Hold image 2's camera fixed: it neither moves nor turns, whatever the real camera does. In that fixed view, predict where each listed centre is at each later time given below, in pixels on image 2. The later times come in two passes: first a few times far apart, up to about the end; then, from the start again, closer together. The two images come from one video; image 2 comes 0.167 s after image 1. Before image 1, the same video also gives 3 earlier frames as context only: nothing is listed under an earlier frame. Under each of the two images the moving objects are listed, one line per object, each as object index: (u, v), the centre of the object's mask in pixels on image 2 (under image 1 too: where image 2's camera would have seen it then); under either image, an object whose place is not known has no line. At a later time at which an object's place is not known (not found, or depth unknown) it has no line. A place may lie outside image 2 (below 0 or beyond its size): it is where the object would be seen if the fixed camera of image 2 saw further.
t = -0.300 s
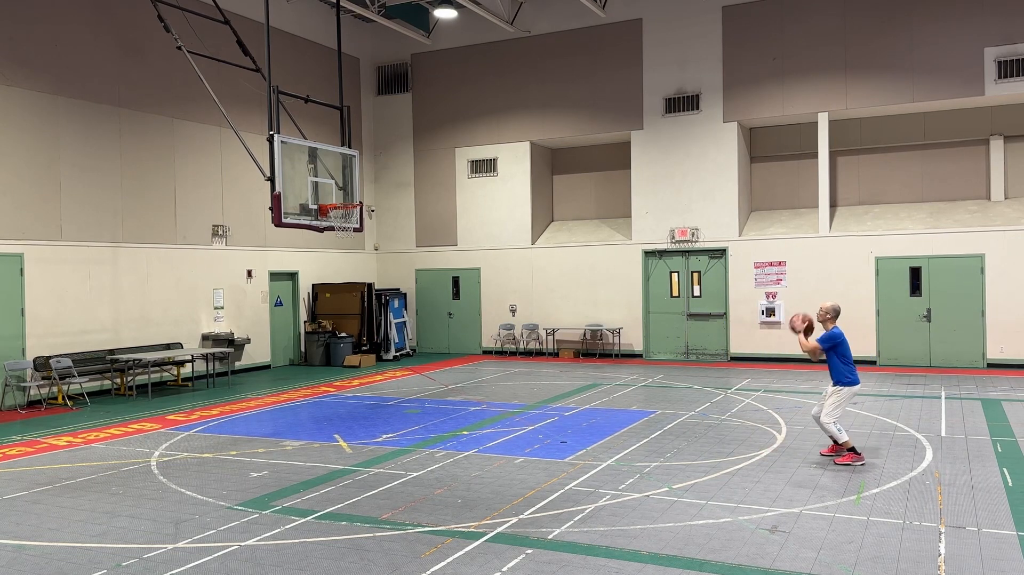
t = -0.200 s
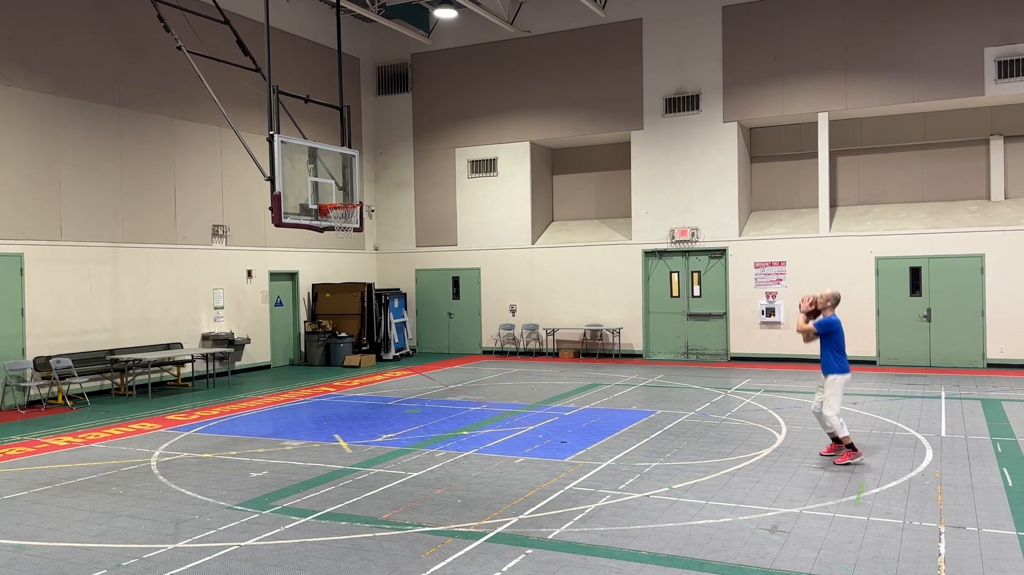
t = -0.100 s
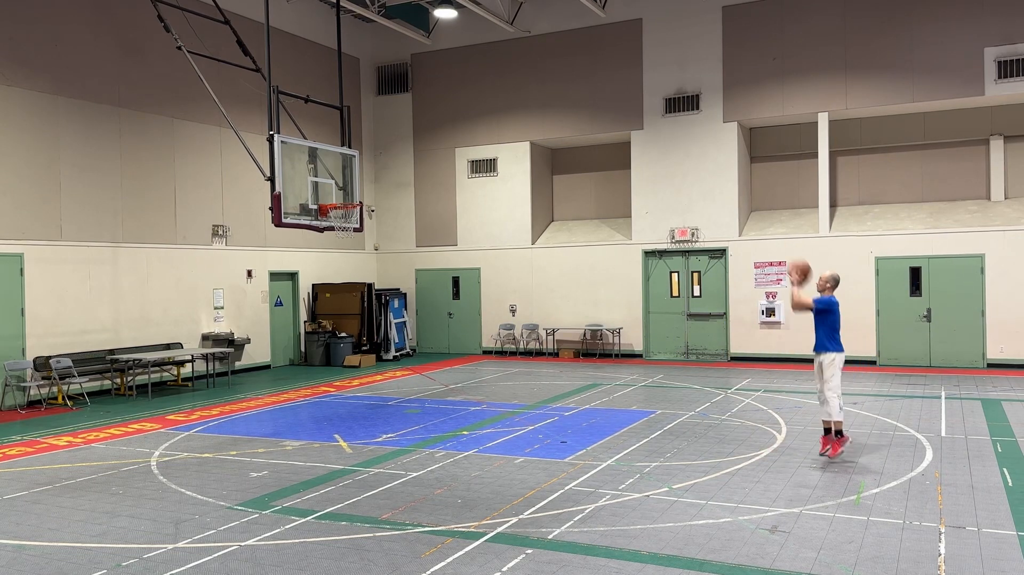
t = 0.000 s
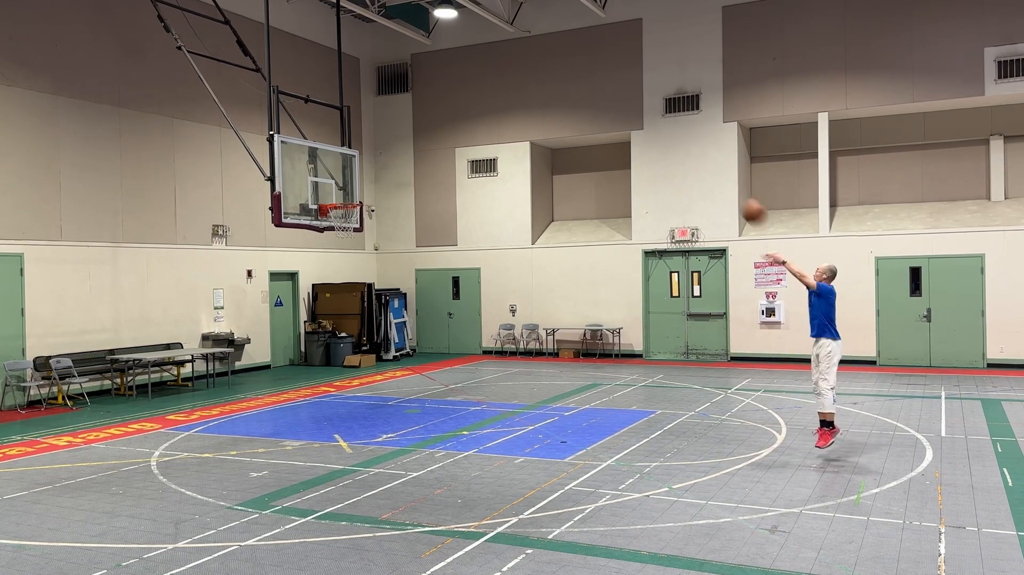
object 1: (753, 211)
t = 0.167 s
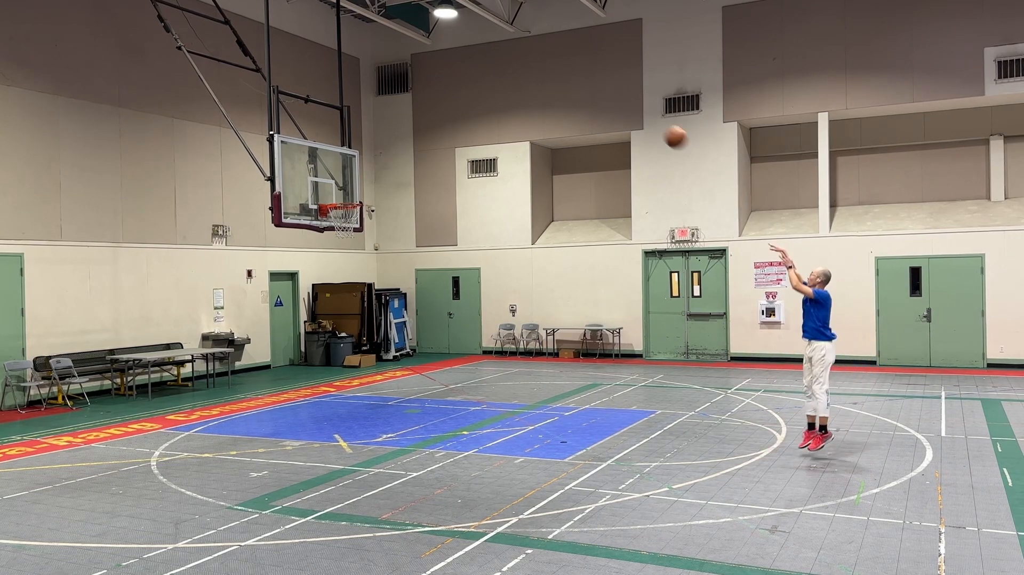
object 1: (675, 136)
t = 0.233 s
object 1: (646, 115)
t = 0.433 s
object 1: (567, 76)
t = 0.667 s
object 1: (487, 72)
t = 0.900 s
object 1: (416, 107)
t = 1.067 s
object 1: (372, 151)
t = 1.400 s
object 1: (333, 232)
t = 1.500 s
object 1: (320, 253)
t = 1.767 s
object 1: (285, 344)
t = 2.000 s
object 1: (259, 380)
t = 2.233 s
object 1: (179, 374)
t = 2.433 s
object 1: (75, 404)
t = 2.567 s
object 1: (8, 405)
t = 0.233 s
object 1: (646, 115)
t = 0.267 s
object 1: (632, 106)
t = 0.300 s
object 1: (619, 98)
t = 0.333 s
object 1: (606, 90)
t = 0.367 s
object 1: (592, 85)
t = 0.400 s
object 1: (579, 80)
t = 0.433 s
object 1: (567, 76)
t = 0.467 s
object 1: (555, 73)
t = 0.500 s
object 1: (543, 70)
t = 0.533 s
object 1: (532, 69)
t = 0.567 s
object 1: (520, 69)
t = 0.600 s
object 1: (509, 69)
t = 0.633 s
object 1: (497, 70)
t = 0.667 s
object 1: (487, 72)
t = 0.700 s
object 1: (476, 75)
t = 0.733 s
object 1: (466, 79)
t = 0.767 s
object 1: (455, 83)
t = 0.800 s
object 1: (445, 88)
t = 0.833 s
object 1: (436, 93)
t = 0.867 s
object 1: (426, 99)
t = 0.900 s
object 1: (416, 107)
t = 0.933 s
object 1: (407, 115)
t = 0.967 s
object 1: (398, 123)
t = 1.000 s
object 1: (389, 132)
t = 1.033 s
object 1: (380, 141)
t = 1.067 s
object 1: (372, 151)
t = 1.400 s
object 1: (333, 232)
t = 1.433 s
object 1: (329, 238)
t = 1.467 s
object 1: (325, 245)
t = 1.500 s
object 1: (320, 253)
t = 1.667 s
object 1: (298, 304)
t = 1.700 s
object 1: (293, 316)
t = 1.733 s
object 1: (289, 330)
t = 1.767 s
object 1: (285, 344)
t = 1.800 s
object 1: (281, 358)
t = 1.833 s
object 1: (276, 374)
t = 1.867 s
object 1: (272, 390)
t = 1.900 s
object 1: (268, 408)
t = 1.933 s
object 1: (265, 404)
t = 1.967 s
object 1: (262, 391)
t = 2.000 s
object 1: (259, 380)
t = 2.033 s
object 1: (255, 370)
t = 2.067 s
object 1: (252, 360)
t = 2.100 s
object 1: (244, 336)
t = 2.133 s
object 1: (226, 307)
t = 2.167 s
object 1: (211, 304)
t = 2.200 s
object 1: (195, 325)
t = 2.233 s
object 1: (179, 374)
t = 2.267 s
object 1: (165, 405)
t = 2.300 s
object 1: (145, 363)
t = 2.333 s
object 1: (128, 351)
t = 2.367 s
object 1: (108, 360)
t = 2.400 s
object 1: (90, 401)
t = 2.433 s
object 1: (75, 404)
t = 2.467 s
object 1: (56, 382)
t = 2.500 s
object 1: (42, 384)
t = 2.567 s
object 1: (8, 405)
